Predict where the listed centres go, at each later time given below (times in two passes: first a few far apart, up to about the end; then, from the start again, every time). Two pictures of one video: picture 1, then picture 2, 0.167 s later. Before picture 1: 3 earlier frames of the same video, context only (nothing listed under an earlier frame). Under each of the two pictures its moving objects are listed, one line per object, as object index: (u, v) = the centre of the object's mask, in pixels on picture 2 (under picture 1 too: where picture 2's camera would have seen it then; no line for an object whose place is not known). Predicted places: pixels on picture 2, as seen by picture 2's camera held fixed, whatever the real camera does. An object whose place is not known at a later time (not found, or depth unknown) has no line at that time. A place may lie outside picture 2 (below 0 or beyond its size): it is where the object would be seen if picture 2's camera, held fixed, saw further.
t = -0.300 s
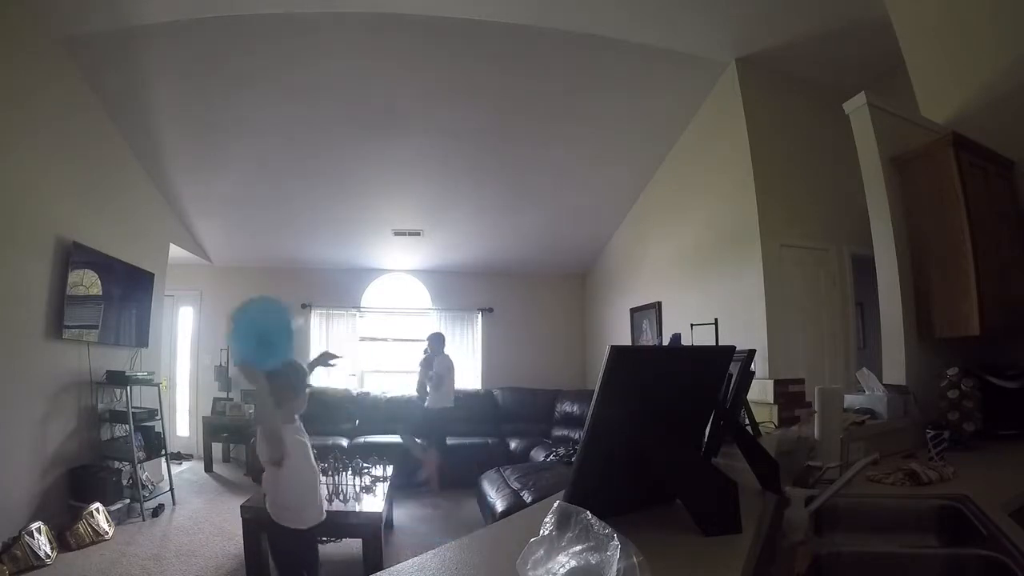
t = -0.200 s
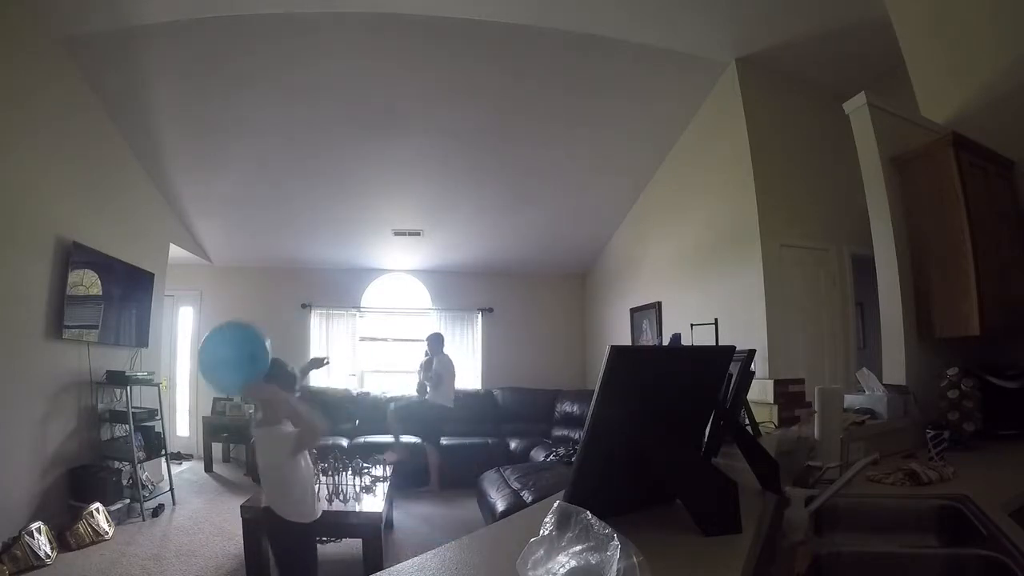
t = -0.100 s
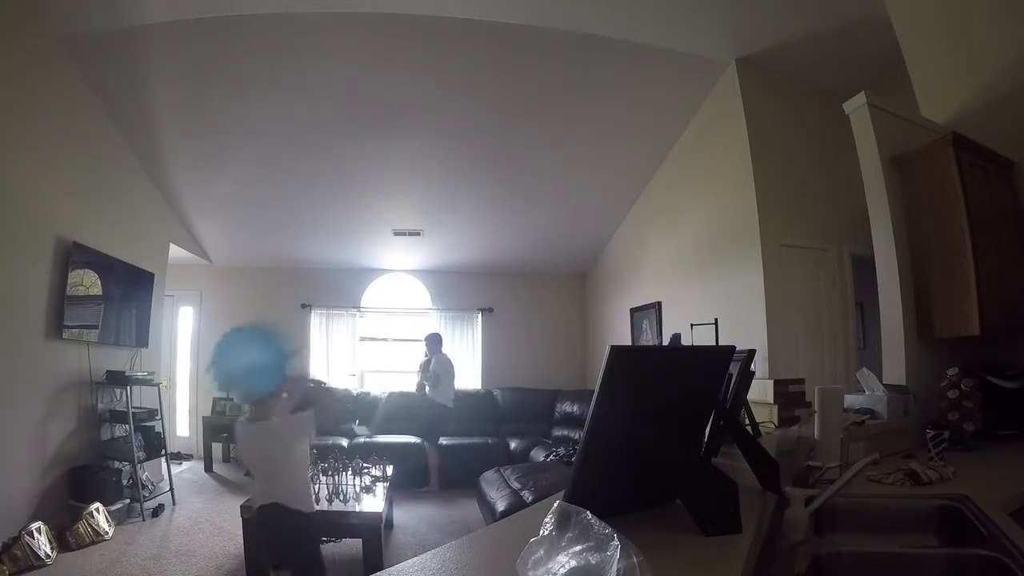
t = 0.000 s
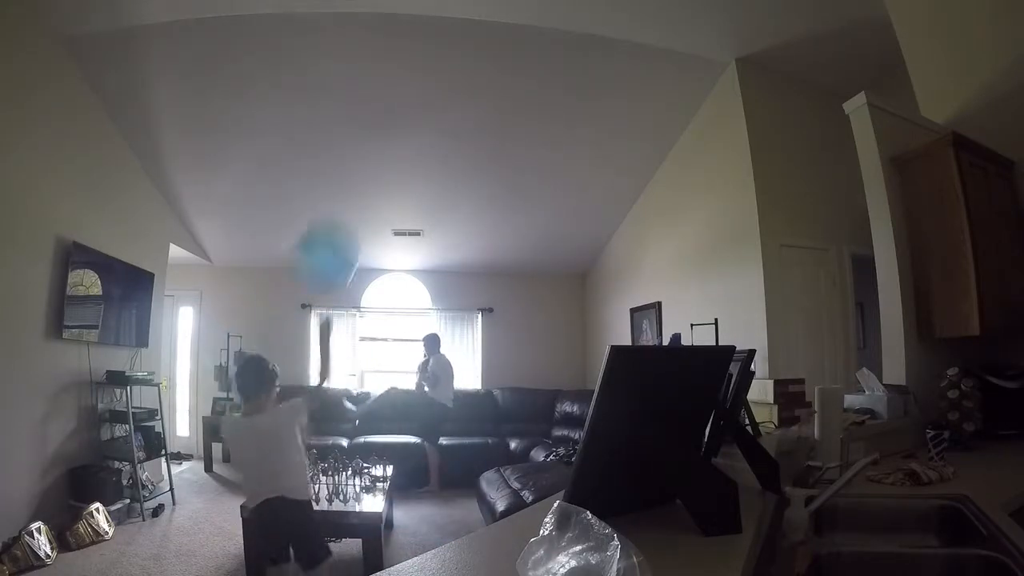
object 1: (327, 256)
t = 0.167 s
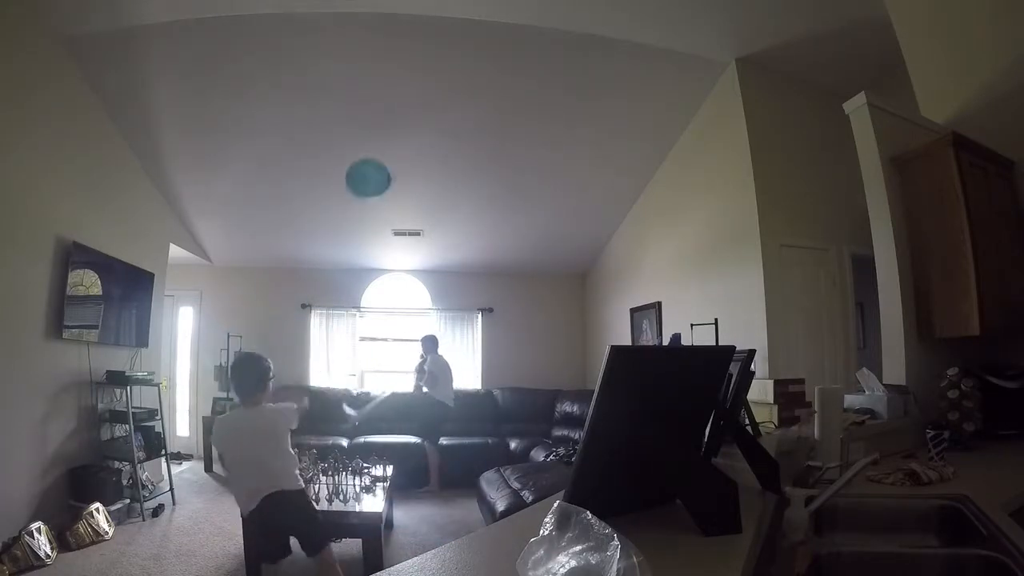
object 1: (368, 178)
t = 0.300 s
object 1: (362, 172)
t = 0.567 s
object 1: (350, 178)
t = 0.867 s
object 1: (345, 213)
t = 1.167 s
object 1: (340, 275)
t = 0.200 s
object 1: (367, 176)
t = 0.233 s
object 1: (365, 174)
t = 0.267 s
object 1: (364, 173)
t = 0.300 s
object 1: (362, 172)
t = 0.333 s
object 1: (360, 173)
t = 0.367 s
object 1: (358, 173)
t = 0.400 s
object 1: (356, 173)
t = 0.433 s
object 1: (355, 174)
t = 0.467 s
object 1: (353, 174)
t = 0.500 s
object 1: (352, 175)
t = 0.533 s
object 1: (350, 177)
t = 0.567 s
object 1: (350, 178)
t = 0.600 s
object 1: (349, 181)
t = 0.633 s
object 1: (348, 183)
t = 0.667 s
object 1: (347, 186)
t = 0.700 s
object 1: (346, 189)
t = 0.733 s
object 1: (346, 193)
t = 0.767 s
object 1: (346, 197)
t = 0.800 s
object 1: (346, 202)
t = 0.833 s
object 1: (345, 207)
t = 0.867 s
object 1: (345, 213)
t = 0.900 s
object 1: (344, 219)
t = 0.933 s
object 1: (344, 225)
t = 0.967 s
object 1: (343, 231)
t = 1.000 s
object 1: (343, 238)
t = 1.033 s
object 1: (342, 244)
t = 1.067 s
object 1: (342, 252)
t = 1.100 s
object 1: (341, 260)
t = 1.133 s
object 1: (341, 267)
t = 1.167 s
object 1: (340, 275)
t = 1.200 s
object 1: (339, 281)
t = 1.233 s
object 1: (339, 289)
